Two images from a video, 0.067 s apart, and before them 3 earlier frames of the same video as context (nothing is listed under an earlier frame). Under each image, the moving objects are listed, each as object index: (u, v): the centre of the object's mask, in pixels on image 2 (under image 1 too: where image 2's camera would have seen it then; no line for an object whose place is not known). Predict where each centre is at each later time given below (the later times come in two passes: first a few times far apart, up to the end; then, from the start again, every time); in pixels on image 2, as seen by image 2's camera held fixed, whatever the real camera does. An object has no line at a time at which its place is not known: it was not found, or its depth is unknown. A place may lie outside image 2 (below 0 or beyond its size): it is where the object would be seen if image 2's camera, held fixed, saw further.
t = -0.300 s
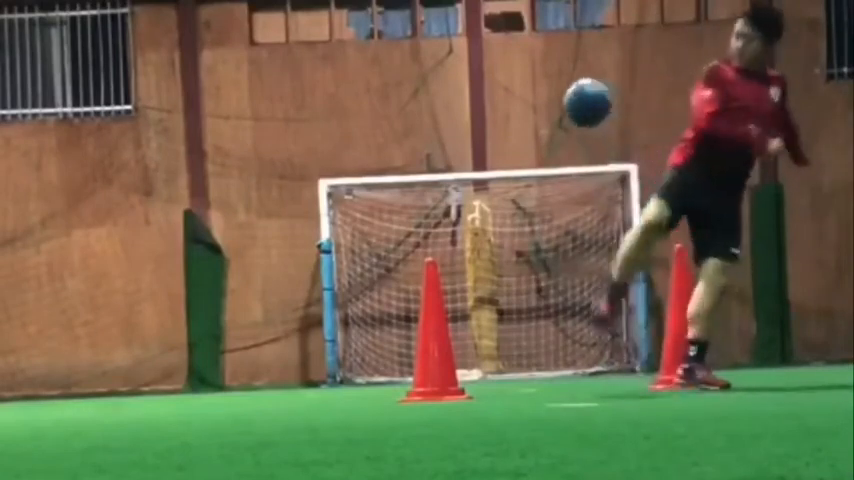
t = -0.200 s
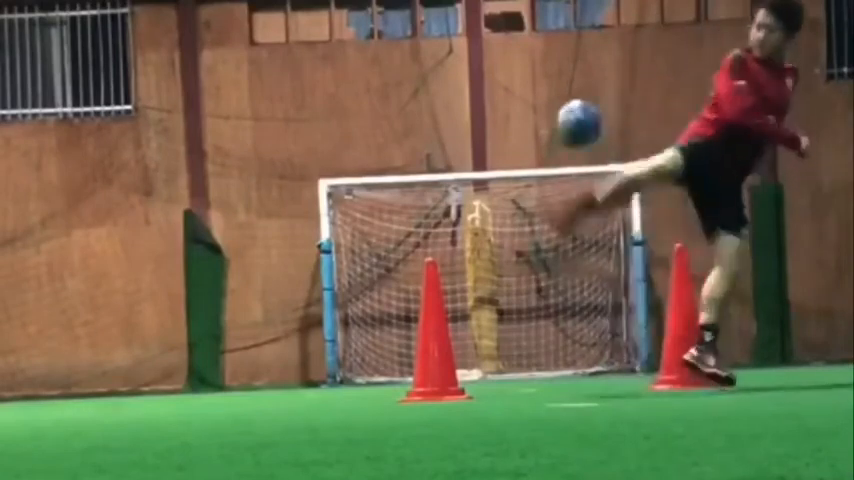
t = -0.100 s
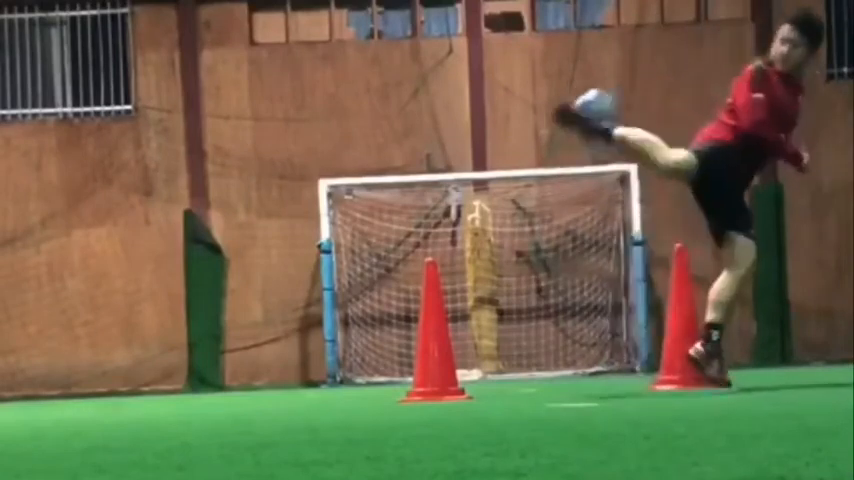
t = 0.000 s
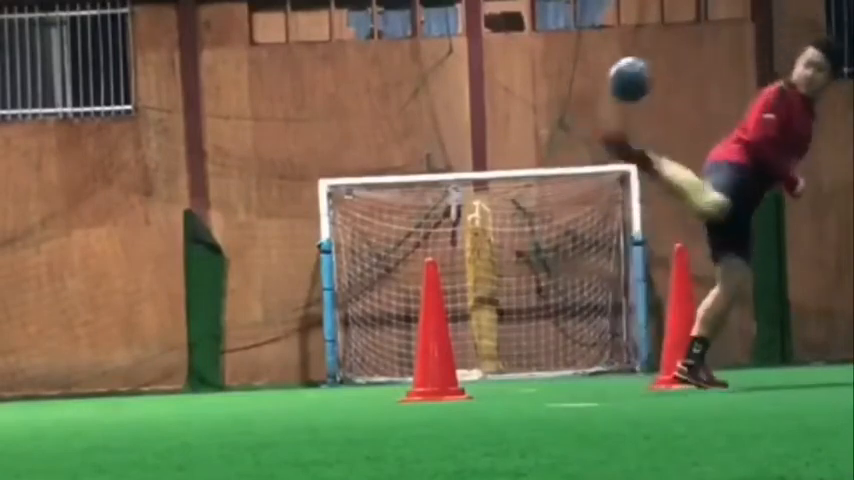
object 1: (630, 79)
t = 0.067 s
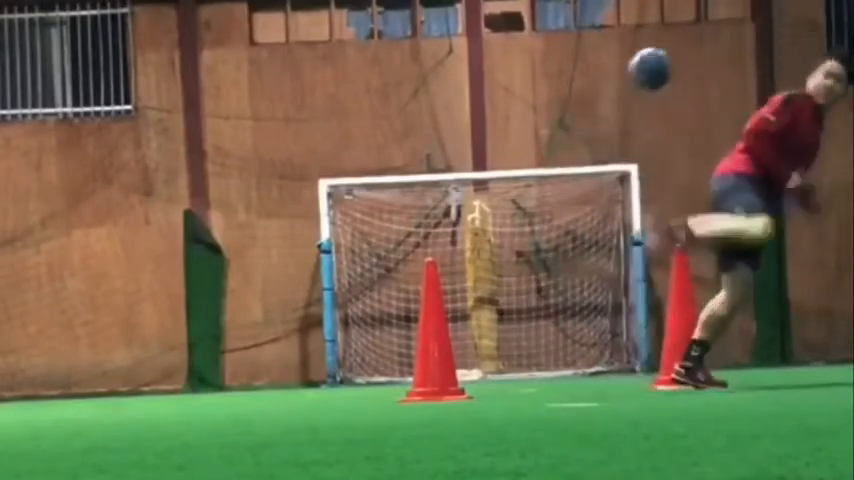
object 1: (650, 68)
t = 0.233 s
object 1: (699, 82)
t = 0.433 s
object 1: (750, 156)
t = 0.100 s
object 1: (661, 66)
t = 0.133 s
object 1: (671, 67)
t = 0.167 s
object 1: (680, 69)
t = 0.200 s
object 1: (690, 74)
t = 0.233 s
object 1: (699, 82)
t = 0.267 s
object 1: (709, 90)
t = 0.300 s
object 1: (717, 100)
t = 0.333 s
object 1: (725, 112)
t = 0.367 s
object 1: (733, 124)
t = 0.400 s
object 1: (741, 140)
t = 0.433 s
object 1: (750, 156)
